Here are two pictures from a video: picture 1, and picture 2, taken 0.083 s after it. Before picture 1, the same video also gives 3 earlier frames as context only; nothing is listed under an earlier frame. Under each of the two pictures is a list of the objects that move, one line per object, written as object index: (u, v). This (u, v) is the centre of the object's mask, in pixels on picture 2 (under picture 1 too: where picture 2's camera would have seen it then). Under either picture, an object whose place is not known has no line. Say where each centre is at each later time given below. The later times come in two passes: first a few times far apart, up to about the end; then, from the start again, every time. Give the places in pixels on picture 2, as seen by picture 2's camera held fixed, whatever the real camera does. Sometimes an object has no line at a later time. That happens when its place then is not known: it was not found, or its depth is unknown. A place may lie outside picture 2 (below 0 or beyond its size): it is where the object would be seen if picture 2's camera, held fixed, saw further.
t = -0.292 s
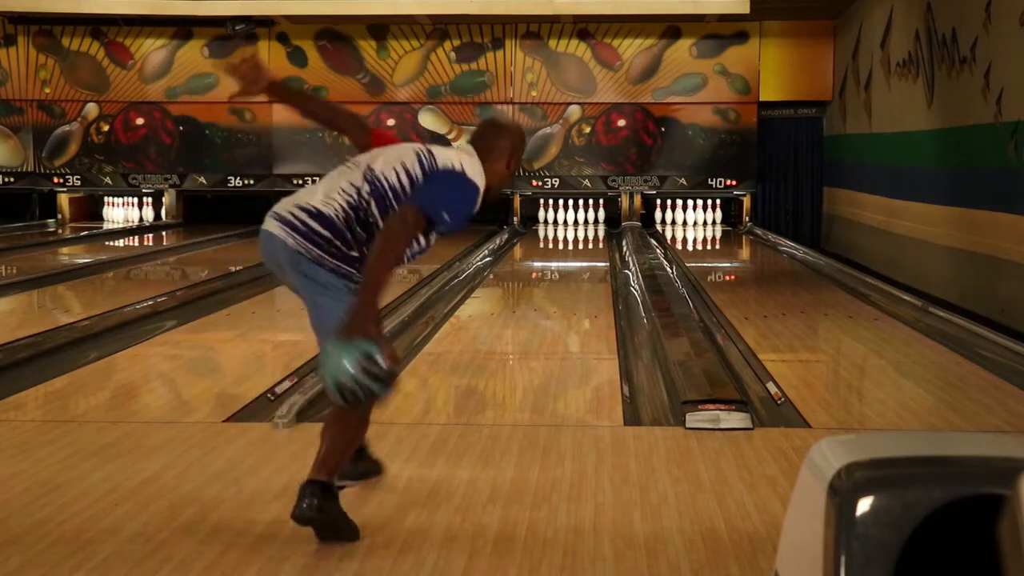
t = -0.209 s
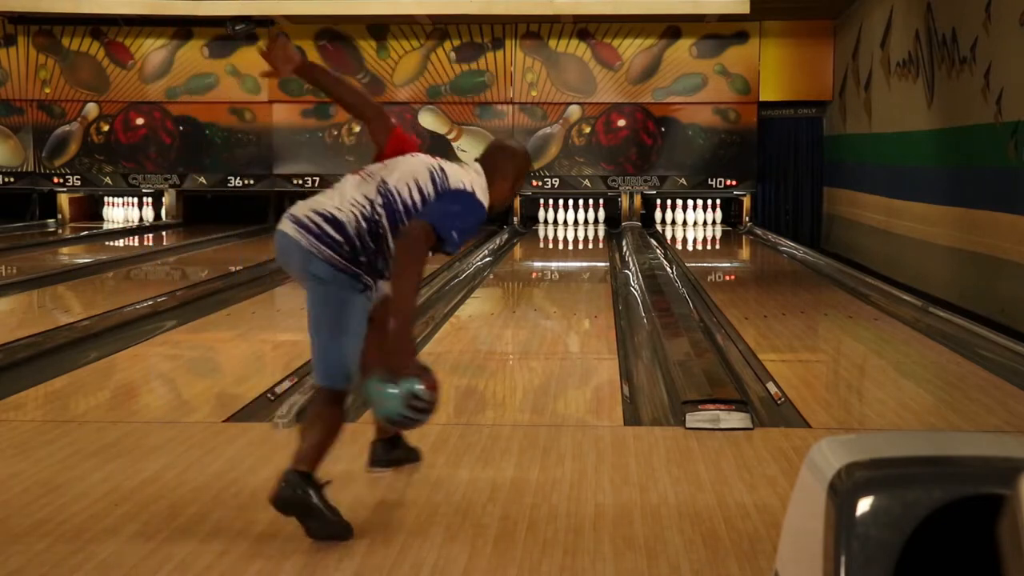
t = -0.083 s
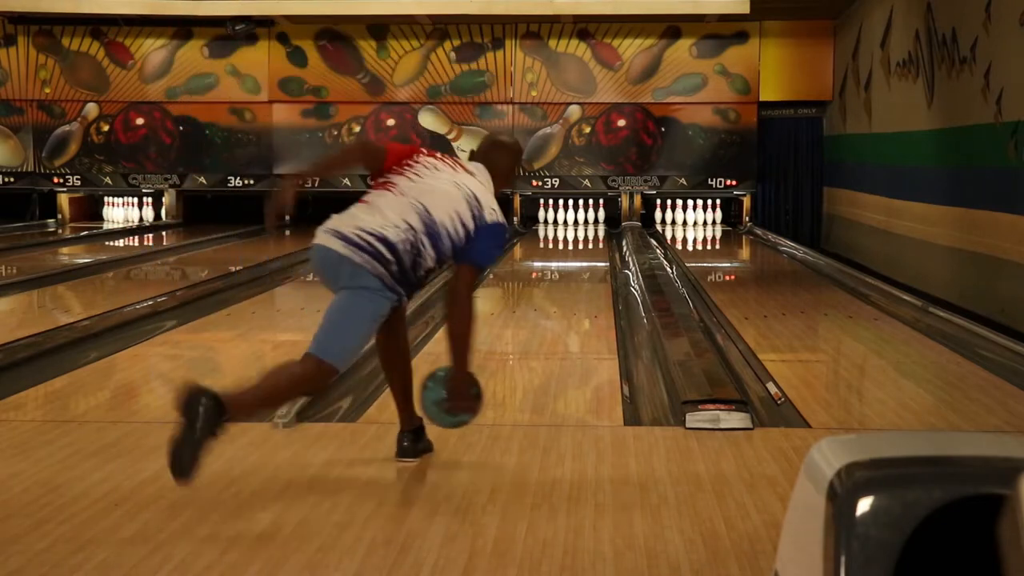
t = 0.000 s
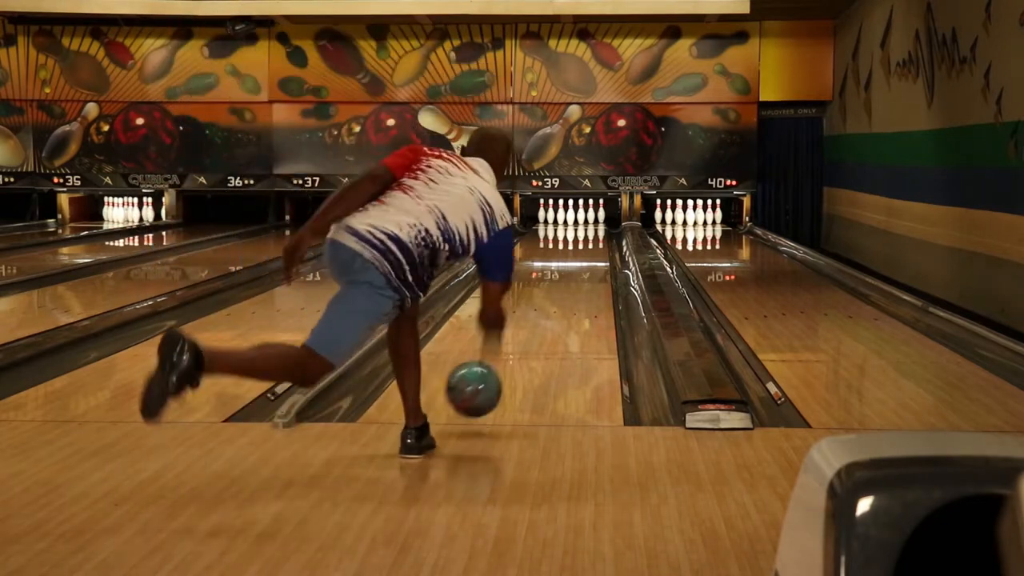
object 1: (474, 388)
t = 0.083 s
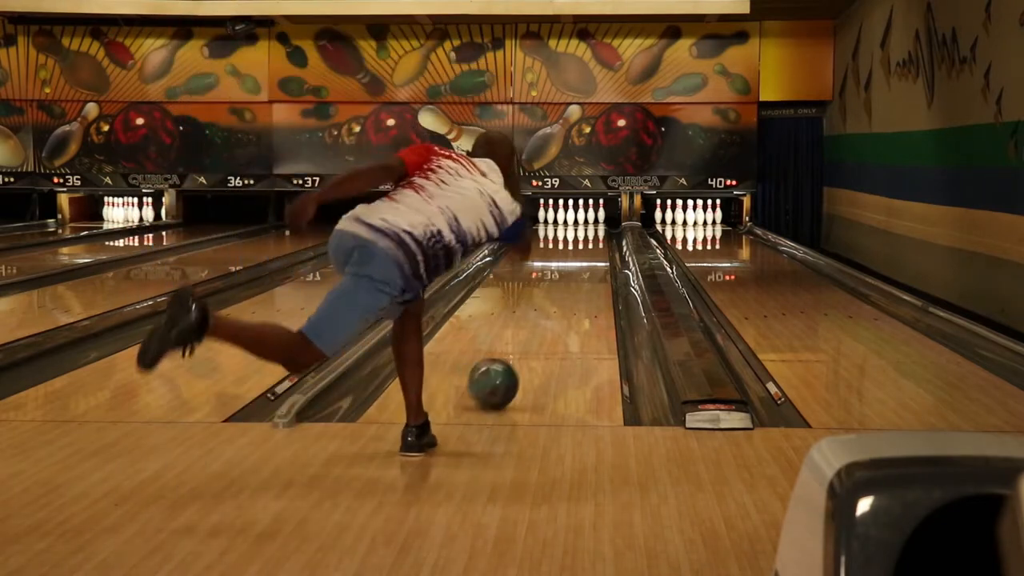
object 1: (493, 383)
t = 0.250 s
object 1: (522, 346)
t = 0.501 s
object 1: (551, 309)
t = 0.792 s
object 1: (572, 281)
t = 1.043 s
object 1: (584, 264)
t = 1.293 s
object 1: (592, 252)
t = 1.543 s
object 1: (596, 241)
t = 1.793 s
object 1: (597, 233)
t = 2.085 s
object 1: (593, 226)
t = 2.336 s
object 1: (584, 221)
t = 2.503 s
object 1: (579, 219)
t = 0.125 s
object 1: (501, 372)
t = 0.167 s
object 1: (509, 363)
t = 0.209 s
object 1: (516, 354)
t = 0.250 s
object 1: (522, 346)
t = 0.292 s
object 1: (528, 339)
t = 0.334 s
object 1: (533, 332)
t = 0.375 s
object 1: (538, 326)
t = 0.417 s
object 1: (543, 320)
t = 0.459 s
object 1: (547, 315)
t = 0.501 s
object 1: (551, 309)
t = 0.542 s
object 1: (554, 304)
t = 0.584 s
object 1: (558, 300)
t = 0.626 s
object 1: (561, 295)
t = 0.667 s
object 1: (565, 292)
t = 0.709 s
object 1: (566, 288)
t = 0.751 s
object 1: (569, 284)
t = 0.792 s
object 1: (572, 281)
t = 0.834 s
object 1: (575, 278)
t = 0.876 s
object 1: (576, 275)
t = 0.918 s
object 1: (578, 272)
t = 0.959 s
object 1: (580, 269)
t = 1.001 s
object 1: (582, 267)
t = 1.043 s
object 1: (584, 264)
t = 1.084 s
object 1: (585, 262)
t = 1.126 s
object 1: (587, 260)
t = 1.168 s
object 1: (588, 257)
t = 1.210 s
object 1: (589, 255)
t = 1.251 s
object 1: (590, 253)
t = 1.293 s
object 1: (592, 252)
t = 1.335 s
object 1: (593, 249)
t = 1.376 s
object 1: (594, 248)
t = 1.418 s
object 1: (595, 246)
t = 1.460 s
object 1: (595, 244)
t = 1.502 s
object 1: (596, 243)
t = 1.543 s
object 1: (596, 241)
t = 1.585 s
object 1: (596, 240)
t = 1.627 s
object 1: (597, 238)
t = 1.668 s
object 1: (599, 242)
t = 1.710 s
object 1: (597, 235)
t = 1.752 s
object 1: (597, 234)
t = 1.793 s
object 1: (597, 233)
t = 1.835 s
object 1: (597, 232)
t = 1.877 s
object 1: (597, 231)
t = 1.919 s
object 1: (596, 230)
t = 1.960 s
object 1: (596, 229)
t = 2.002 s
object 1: (595, 228)
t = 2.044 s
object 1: (594, 227)
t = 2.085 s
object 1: (593, 226)
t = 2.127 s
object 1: (591, 225)
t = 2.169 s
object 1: (591, 224)
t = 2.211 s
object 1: (589, 223)
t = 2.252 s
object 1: (588, 222)
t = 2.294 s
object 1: (586, 222)
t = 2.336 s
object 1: (584, 221)
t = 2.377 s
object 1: (582, 220)
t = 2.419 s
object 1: (581, 220)
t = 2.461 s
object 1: (580, 219)
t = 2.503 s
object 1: (579, 219)
